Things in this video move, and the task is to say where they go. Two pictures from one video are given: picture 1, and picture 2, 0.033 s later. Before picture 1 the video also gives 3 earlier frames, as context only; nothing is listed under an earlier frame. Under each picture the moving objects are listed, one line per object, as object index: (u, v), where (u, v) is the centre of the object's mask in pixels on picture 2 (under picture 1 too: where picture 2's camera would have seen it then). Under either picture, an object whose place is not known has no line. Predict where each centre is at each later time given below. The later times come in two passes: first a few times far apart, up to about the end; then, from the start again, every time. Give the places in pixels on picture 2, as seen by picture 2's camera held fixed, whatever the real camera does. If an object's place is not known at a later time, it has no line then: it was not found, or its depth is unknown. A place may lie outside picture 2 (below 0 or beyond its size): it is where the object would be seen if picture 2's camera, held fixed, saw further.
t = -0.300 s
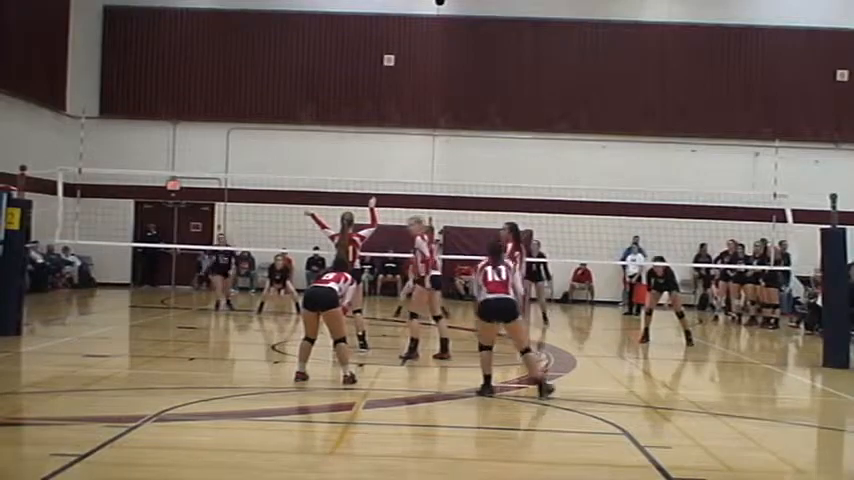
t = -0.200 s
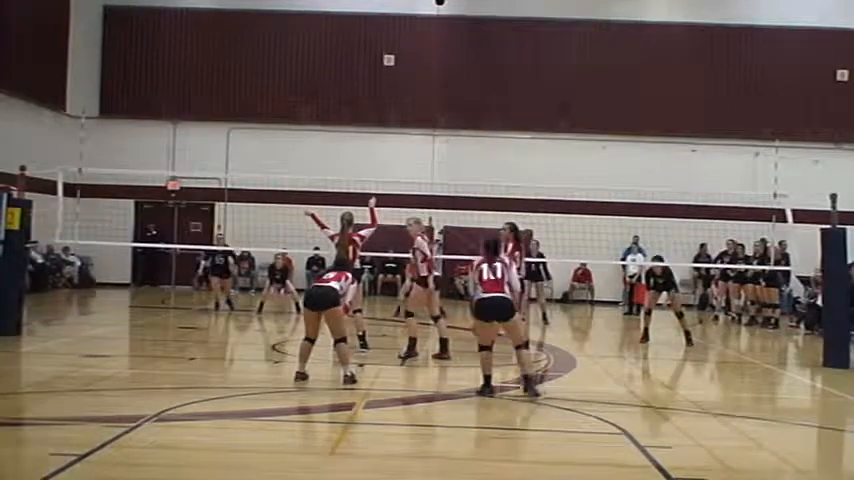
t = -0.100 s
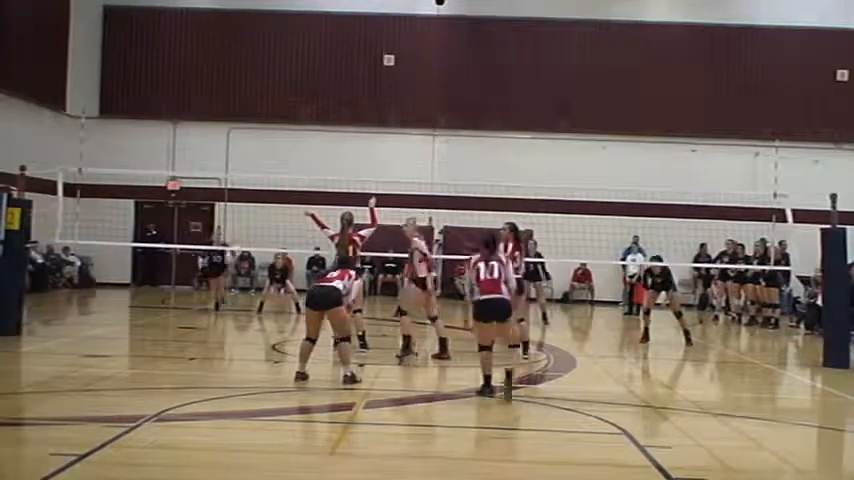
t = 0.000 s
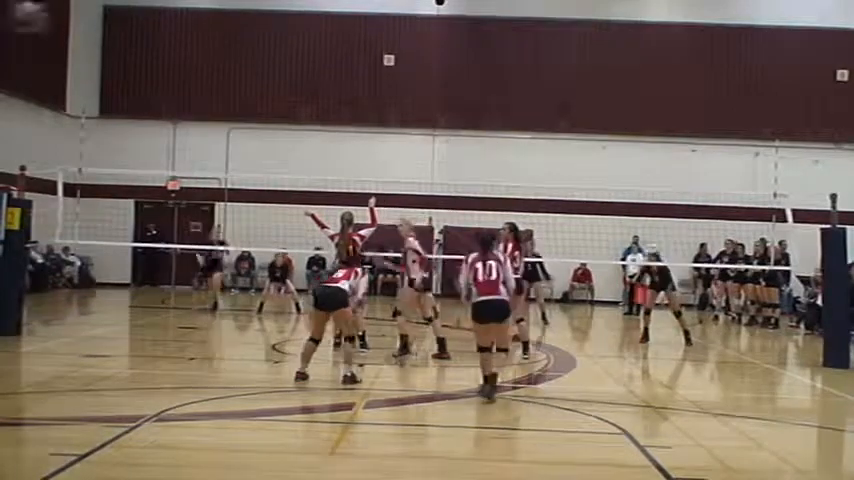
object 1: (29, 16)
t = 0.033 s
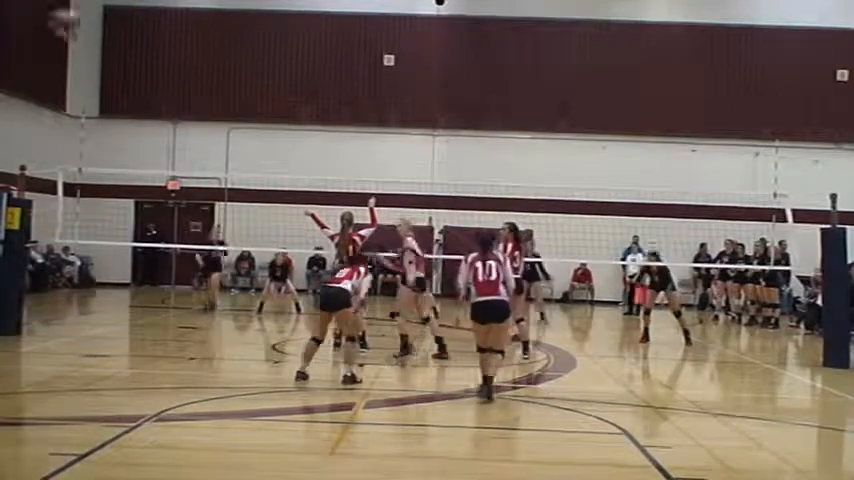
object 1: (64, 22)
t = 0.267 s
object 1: (224, 68)
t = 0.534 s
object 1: (305, 137)
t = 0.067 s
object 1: (97, 30)
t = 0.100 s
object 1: (126, 35)
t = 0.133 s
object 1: (151, 42)
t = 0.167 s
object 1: (172, 48)
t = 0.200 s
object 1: (192, 53)
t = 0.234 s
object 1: (208, 61)
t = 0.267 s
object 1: (224, 68)
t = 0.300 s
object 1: (239, 75)
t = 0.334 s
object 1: (255, 82)
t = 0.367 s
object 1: (263, 93)
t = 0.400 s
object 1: (273, 102)
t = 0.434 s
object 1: (283, 110)
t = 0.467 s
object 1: (295, 118)
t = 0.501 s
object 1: (297, 127)
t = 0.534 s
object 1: (305, 137)
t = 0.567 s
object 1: (312, 149)
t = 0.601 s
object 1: (320, 152)
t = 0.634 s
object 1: (324, 166)
